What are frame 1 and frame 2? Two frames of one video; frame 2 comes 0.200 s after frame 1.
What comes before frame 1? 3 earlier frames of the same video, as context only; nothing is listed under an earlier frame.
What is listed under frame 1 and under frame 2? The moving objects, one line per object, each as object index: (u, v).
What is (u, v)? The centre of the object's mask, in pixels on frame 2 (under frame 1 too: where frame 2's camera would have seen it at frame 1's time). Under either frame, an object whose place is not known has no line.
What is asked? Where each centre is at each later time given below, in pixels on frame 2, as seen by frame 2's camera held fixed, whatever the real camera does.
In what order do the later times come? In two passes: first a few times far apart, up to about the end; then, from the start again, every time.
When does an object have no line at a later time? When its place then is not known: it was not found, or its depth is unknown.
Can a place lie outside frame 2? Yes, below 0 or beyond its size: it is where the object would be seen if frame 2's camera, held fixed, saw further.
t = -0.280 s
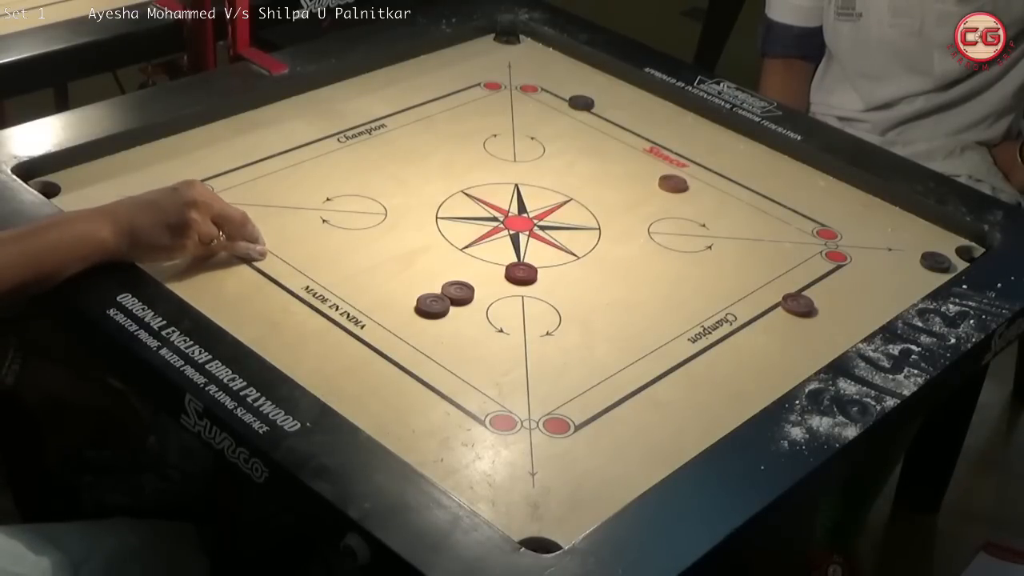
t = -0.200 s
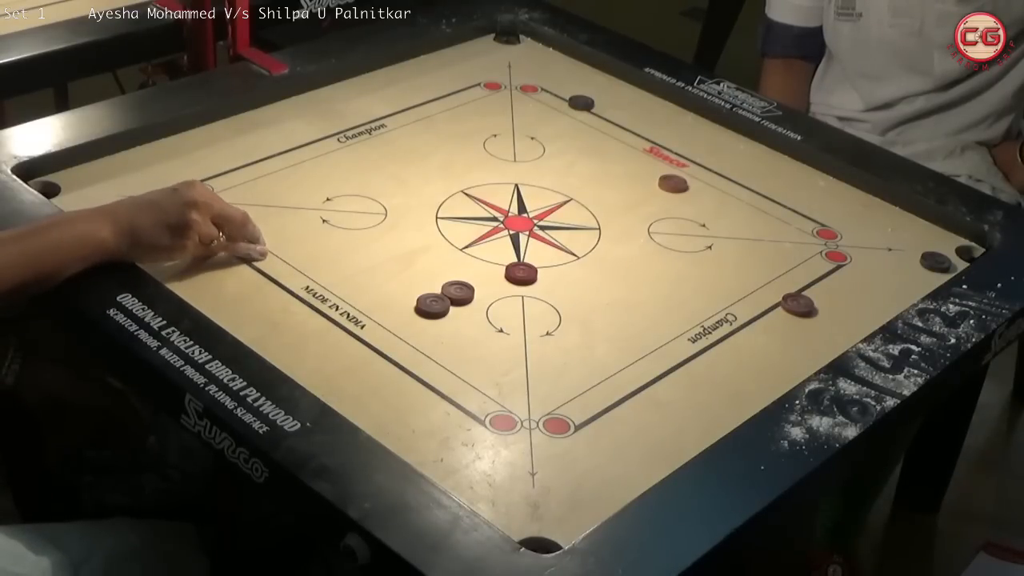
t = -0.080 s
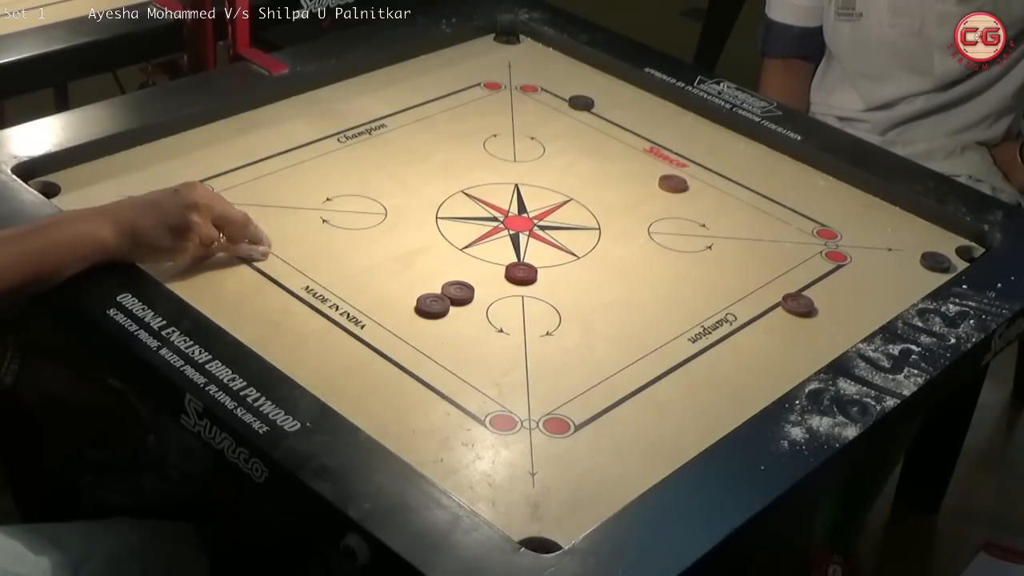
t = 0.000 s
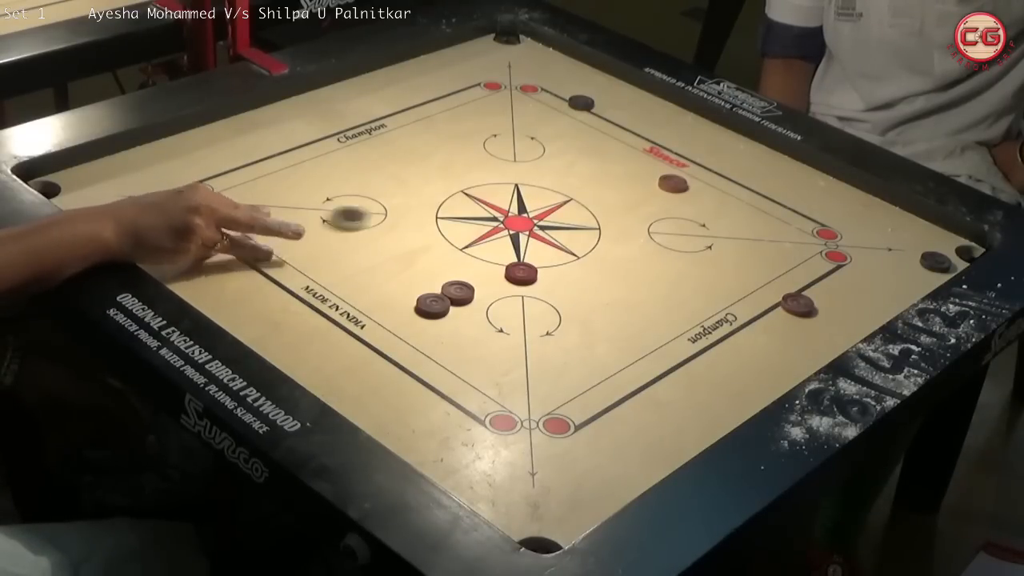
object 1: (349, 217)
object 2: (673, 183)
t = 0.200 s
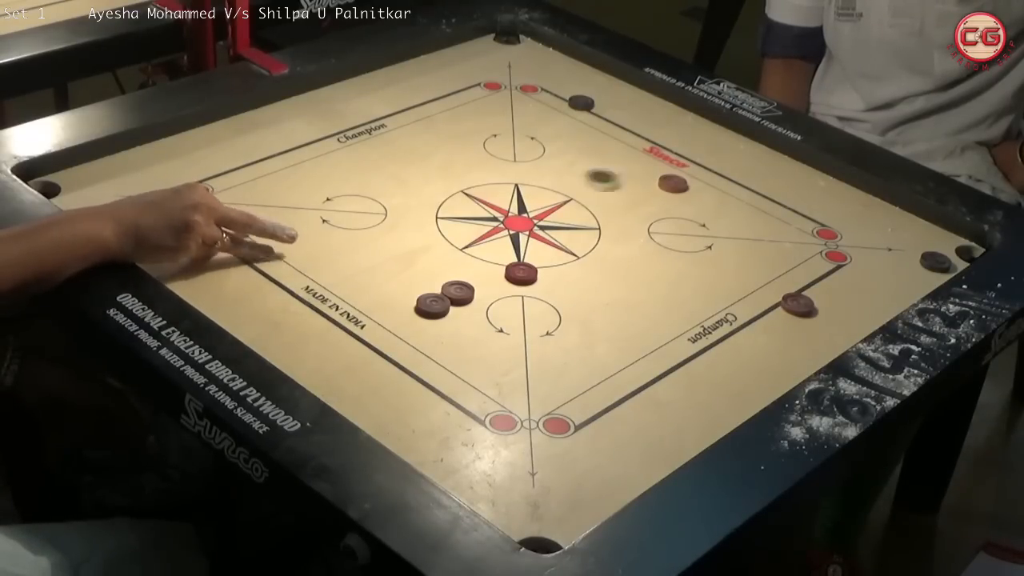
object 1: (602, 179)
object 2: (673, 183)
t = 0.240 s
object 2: (674, 184)
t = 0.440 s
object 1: (725, 146)
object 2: (838, 227)
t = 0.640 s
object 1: (661, 179)
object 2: (922, 246)
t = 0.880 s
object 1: (609, 208)
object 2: (923, 241)
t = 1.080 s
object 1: (592, 218)
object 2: (923, 240)
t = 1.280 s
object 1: (591, 219)
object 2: (922, 240)
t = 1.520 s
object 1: (591, 219)
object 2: (922, 240)
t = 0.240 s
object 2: (674, 184)
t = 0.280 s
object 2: (709, 193)
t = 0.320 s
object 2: (743, 202)
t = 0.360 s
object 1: (716, 147)
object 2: (777, 211)
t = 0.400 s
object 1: (737, 140)
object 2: (808, 220)
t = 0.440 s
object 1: (725, 146)
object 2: (838, 227)
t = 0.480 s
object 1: (712, 152)
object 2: (865, 236)
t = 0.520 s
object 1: (697, 161)
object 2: (890, 243)
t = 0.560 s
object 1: (685, 167)
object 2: (911, 248)
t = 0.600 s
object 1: (672, 173)
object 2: (918, 247)
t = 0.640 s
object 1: (661, 179)
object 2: (922, 246)
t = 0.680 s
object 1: (650, 185)
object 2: (923, 244)
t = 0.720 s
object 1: (639, 191)
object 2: (924, 242)
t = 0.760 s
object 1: (630, 196)
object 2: (924, 241)
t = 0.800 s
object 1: (622, 200)
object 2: (923, 241)
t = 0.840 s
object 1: (615, 204)
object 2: (923, 241)
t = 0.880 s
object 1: (609, 208)
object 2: (923, 241)
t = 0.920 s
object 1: (603, 211)
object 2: (923, 240)
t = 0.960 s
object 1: (599, 213)
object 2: (923, 241)
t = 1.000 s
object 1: (595, 216)
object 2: (923, 240)
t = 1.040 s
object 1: (593, 217)
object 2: (923, 240)
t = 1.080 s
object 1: (592, 218)
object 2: (923, 240)
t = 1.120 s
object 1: (591, 219)
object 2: (923, 240)
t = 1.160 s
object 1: (592, 219)
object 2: (923, 240)
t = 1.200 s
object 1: (591, 219)
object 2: (922, 240)
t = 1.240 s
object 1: (591, 219)
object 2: (922, 240)
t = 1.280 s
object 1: (591, 219)
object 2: (922, 240)
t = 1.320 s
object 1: (592, 219)
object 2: (922, 240)
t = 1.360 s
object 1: (591, 219)
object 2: (922, 240)
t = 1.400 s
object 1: (592, 219)
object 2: (922, 240)
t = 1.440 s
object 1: (592, 219)
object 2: (922, 240)
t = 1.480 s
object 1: (591, 219)
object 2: (922, 240)
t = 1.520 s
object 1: (591, 219)
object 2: (922, 240)
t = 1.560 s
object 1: (592, 219)
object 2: (922, 240)
